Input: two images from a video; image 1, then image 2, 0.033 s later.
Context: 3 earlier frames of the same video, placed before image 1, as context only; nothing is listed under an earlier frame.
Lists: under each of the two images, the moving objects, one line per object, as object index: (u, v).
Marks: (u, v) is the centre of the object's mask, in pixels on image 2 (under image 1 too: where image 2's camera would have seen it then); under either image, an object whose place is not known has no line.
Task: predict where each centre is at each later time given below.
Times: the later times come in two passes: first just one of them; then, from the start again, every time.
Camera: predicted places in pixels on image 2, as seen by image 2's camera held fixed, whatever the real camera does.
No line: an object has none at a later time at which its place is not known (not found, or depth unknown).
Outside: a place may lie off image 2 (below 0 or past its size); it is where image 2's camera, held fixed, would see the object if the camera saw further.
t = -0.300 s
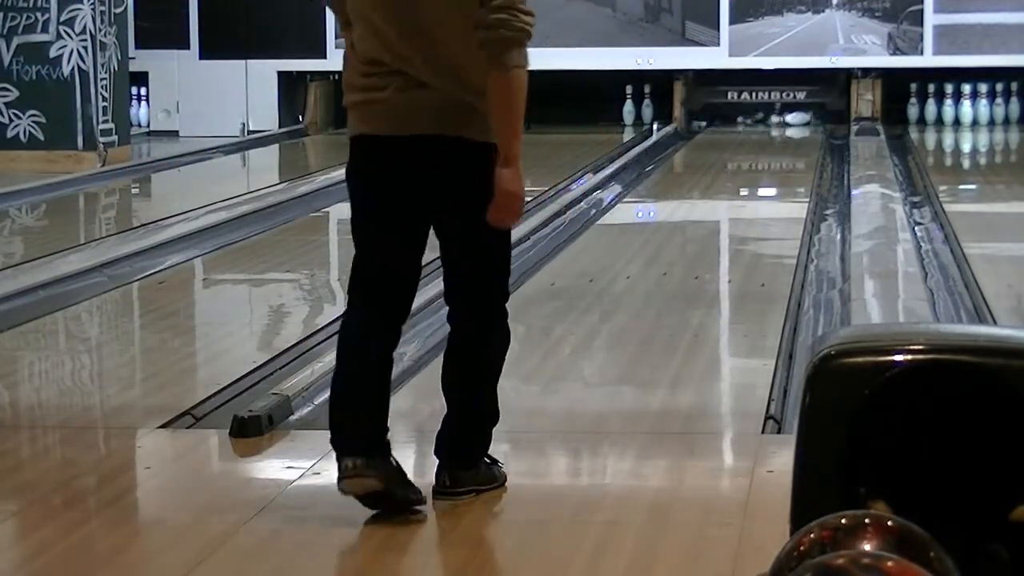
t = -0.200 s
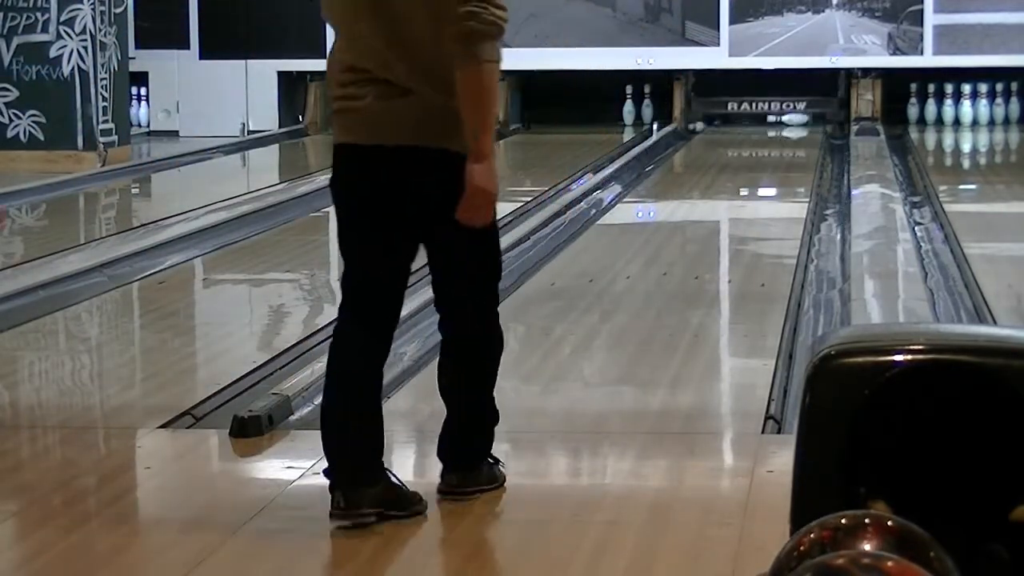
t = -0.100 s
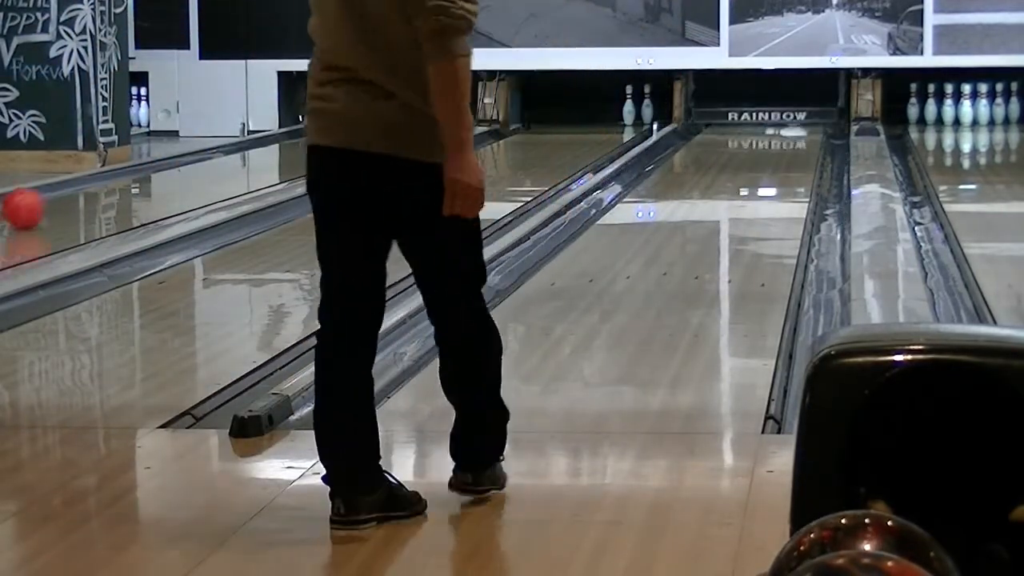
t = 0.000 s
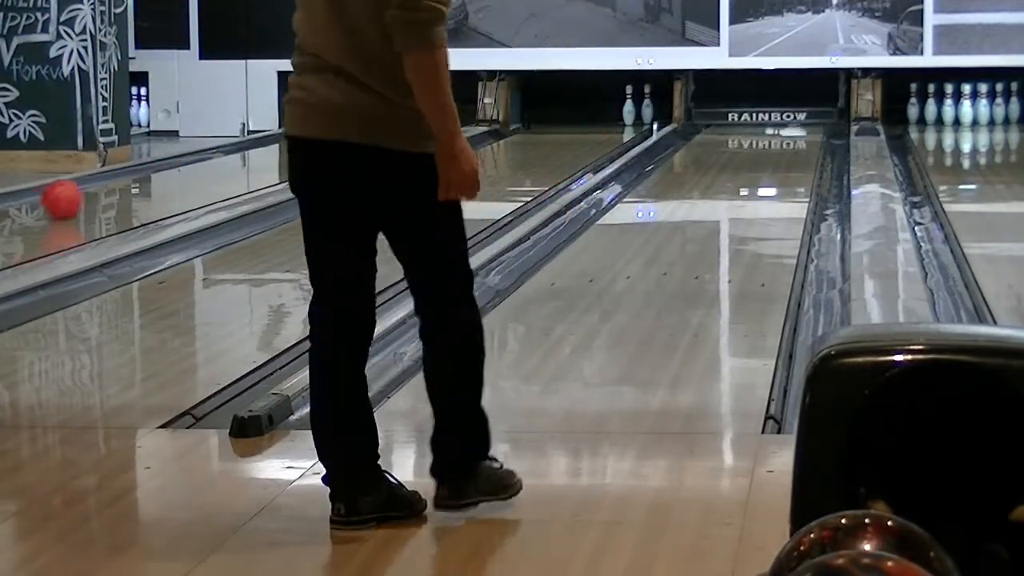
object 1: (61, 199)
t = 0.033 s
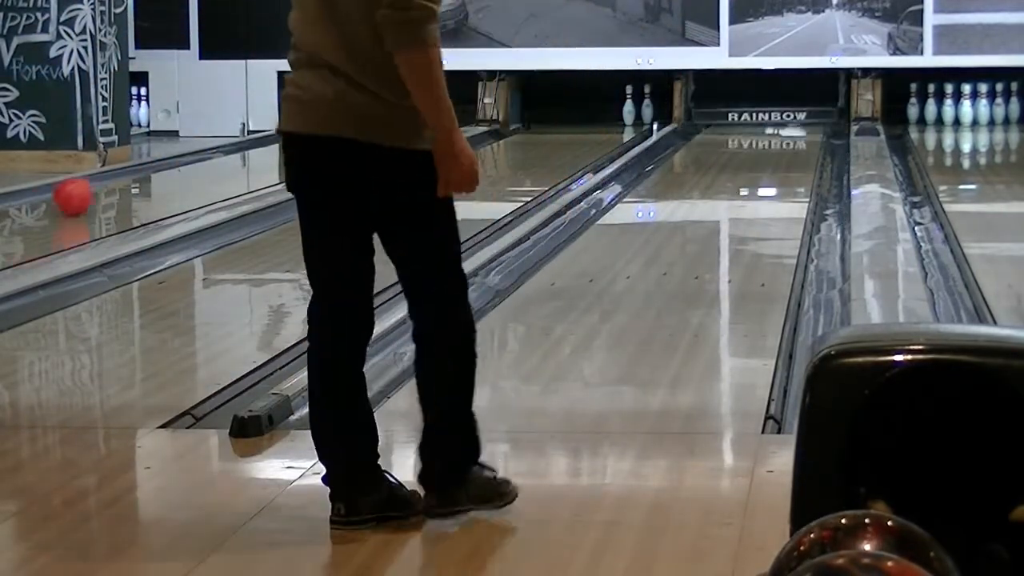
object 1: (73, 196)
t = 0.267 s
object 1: (147, 177)
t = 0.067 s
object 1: (84, 193)
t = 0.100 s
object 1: (96, 190)
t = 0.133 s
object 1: (107, 188)
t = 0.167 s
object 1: (117, 185)
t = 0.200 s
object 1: (128, 183)
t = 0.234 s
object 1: (138, 180)
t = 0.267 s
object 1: (147, 177)
